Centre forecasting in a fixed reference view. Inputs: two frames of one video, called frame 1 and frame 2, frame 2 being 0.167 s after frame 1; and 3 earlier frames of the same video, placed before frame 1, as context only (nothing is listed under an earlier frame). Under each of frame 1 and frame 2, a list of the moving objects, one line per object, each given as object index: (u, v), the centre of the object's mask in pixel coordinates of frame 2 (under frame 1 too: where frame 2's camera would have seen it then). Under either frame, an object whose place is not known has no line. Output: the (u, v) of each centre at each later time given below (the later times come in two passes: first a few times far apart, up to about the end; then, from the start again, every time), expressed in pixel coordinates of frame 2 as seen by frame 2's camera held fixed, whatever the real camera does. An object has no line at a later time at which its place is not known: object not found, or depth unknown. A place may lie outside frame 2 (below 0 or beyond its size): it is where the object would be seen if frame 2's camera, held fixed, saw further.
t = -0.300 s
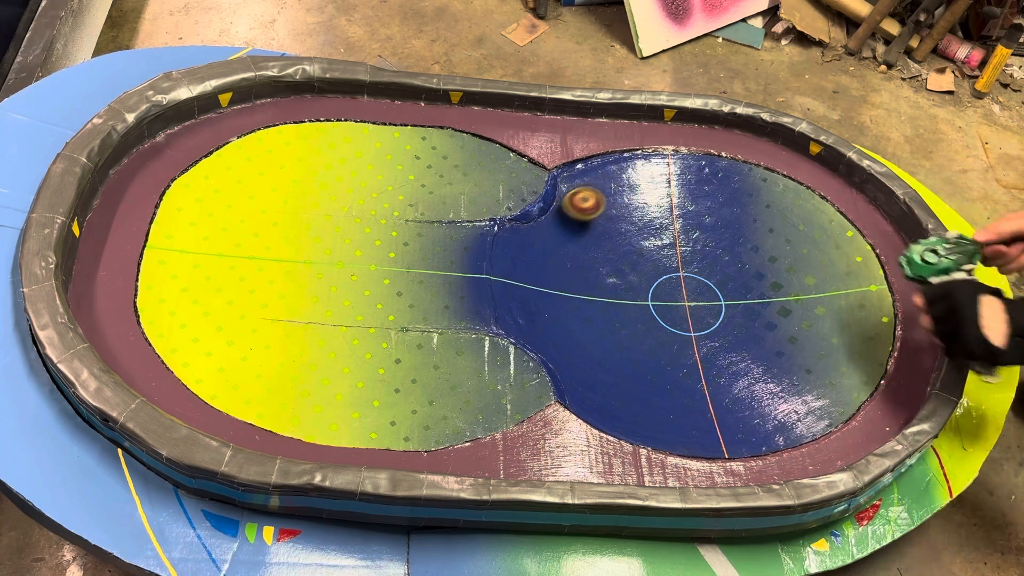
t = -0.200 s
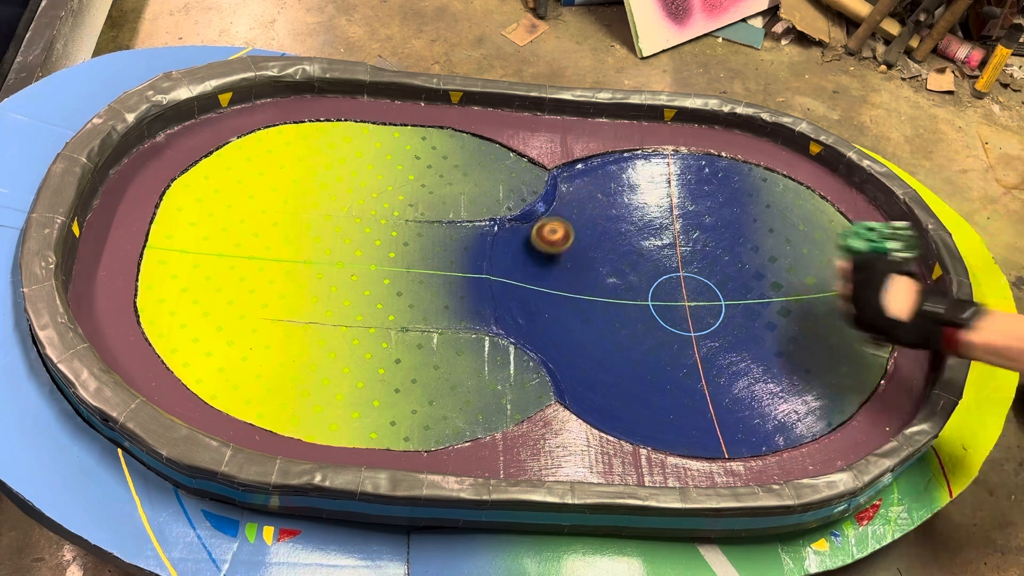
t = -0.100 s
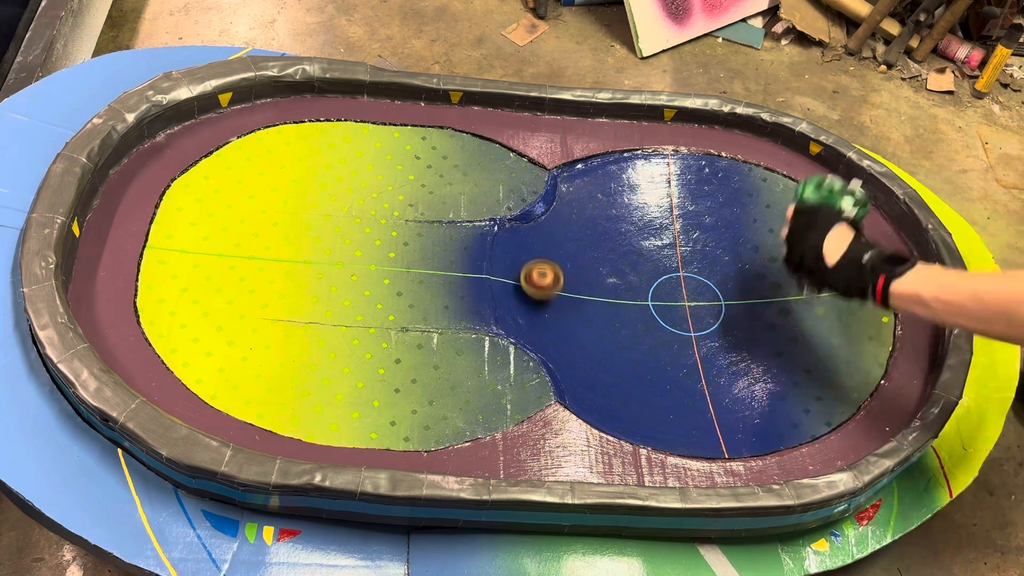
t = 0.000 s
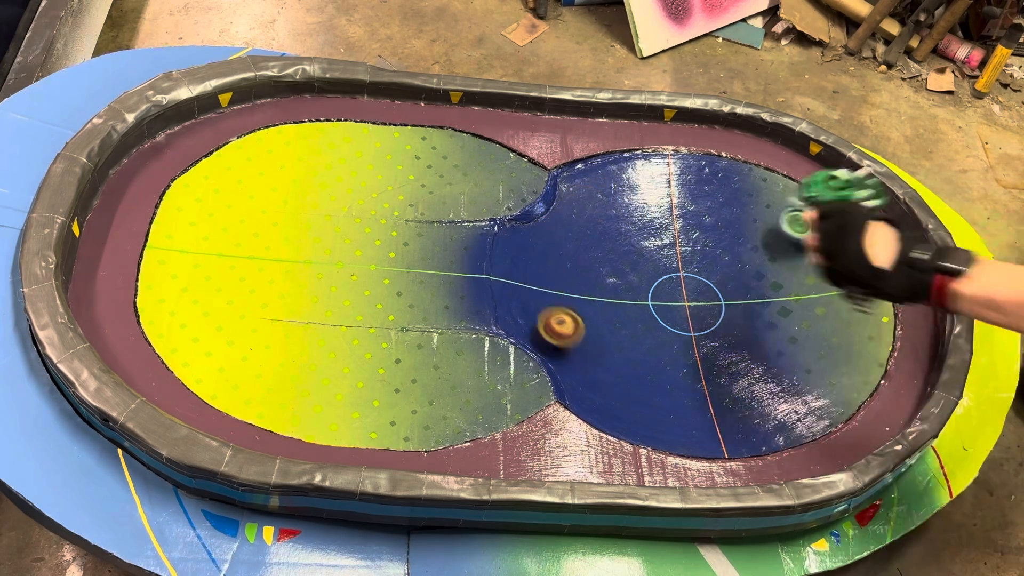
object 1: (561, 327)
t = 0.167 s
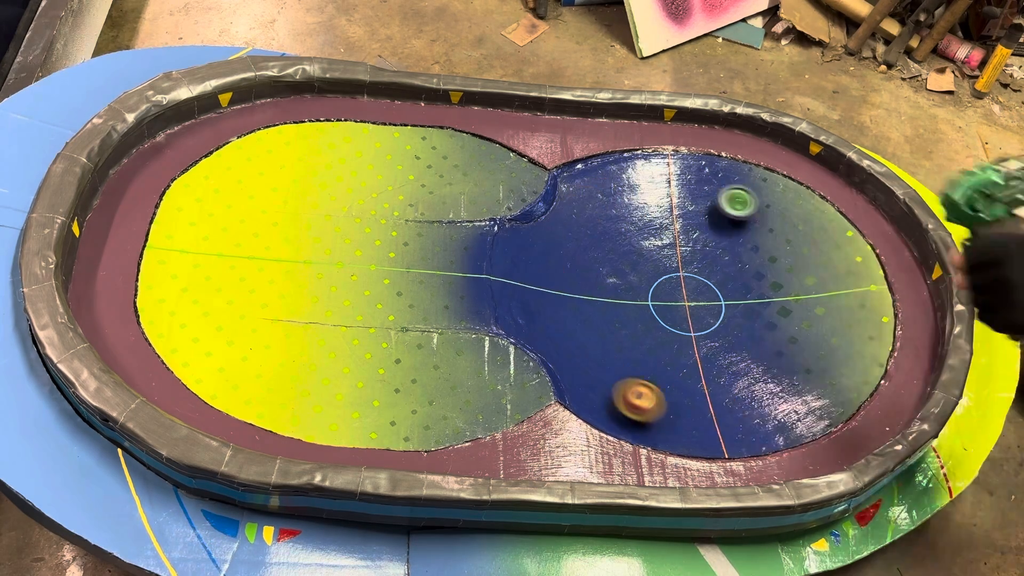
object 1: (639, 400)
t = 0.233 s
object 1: (684, 418)
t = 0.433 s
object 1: (824, 416)
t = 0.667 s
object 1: (890, 334)
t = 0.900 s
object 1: (826, 239)
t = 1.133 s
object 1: (694, 188)
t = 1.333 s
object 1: (589, 204)
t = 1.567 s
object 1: (547, 290)
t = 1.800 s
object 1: (626, 394)
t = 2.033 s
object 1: (768, 419)
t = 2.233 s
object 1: (842, 357)
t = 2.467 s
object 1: (812, 255)
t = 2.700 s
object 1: (698, 191)
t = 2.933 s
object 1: (589, 204)
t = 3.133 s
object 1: (555, 274)
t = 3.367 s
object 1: (616, 374)
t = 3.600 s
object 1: (740, 402)
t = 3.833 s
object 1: (811, 328)
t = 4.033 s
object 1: (786, 249)
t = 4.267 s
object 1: (696, 195)
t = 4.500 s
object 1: (602, 208)
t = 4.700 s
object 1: (572, 271)
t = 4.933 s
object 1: (629, 356)
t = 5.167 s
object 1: (743, 375)
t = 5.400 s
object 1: (799, 315)
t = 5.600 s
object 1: (776, 251)
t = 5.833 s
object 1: (696, 209)
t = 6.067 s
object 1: (623, 228)
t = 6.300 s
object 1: (603, 293)
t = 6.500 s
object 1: (654, 353)
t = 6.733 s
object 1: (740, 365)
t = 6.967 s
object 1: (777, 320)
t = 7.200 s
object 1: (751, 267)
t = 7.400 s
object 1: (700, 243)
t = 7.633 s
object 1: (638, 254)
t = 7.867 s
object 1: (620, 302)
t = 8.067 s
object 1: (643, 336)
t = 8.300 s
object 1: (692, 353)
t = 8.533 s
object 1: (729, 334)
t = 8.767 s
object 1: (764, 320)
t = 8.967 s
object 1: (790, 319)
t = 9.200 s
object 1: (791, 298)
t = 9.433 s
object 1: (761, 282)
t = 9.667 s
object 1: (709, 284)
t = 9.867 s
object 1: (725, 283)
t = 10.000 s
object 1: (728, 280)
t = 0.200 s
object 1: (661, 410)
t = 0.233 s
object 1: (684, 418)
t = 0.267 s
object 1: (708, 423)
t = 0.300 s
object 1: (733, 427)
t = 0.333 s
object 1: (756, 428)
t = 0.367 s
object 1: (779, 427)
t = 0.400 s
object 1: (803, 423)
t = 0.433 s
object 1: (824, 416)
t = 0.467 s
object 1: (842, 407)
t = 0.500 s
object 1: (856, 398)
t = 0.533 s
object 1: (869, 387)
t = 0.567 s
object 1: (878, 374)
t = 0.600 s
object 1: (885, 362)
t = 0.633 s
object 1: (889, 348)
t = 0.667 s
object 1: (890, 334)
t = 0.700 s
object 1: (888, 320)
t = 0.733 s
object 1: (885, 307)
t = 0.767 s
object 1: (878, 293)
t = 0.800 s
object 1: (868, 279)
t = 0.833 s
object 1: (856, 265)
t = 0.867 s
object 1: (842, 251)
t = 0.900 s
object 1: (826, 239)
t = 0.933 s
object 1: (809, 228)
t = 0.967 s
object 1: (791, 217)
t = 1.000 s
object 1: (773, 209)
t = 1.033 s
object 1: (753, 201)
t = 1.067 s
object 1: (733, 195)
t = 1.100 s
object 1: (714, 191)
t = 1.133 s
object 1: (694, 188)
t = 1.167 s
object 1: (675, 187)
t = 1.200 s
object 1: (654, 186)
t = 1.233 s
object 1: (633, 188)
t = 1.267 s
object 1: (618, 192)
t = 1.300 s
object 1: (603, 197)
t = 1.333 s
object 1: (589, 204)
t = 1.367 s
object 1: (577, 212)
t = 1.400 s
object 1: (566, 223)
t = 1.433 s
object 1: (557, 233)
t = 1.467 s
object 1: (551, 246)
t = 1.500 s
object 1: (547, 259)
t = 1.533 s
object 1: (546, 274)
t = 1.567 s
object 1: (547, 290)
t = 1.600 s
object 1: (550, 306)
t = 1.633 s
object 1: (557, 323)
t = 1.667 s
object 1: (566, 339)
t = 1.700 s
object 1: (578, 354)
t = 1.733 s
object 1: (592, 369)
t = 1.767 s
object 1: (608, 382)
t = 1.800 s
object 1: (626, 394)
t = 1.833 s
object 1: (646, 404)
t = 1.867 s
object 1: (667, 412)
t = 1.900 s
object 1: (687, 418)
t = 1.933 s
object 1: (709, 422)
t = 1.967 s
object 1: (730, 423)
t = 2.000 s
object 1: (750, 422)
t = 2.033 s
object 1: (768, 419)
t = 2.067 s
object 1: (787, 414)
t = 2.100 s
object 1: (805, 405)
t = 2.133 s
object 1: (818, 395)
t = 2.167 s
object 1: (828, 383)
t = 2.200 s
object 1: (836, 371)
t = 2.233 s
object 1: (842, 357)
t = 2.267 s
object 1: (845, 343)
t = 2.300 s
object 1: (845, 328)
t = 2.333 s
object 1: (843, 313)
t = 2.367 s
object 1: (839, 297)
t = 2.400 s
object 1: (832, 282)
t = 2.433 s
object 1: (823, 268)
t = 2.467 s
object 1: (812, 255)
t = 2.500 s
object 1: (799, 242)
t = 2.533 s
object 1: (784, 231)
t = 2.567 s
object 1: (768, 220)
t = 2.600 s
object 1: (751, 210)
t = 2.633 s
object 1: (733, 203)
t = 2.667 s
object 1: (715, 196)
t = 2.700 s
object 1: (698, 191)
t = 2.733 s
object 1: (680, 188)
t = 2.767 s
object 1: (661, 187)
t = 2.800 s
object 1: (643, 187)
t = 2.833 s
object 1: (627, 188)
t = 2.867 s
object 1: (613, 192)
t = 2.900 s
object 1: (601, 197)
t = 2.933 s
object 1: (589, 204)
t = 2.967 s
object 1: (578, 213)
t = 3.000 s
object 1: (570, 223)
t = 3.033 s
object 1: (563, 235)
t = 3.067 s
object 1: (558, 247)
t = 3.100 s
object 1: (555, 260)
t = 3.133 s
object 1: (555, 274)
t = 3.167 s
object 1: (557, 289)
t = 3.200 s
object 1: (561, 304)
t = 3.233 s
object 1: (568, 319)
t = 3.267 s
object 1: (577, 334)
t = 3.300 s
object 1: (587, 348)
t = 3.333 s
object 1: (601, 361)
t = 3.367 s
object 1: (616, 374)
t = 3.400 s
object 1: (632, 384)
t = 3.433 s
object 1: (650, 393)
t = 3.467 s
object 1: (668, 399)
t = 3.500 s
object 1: (687, 403)
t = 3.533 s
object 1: (706, 405)
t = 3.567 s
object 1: (724, 404)
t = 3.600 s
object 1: (740, 402)
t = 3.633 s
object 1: (757, 396)
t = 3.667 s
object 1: (771, 389)
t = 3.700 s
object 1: (785, 379)
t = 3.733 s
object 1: (795, 368)
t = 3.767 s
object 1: (803, 355)
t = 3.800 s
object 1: (808, 342)
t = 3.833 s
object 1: (811, 328)
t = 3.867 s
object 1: (812, 315)
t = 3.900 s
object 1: (811, 300)
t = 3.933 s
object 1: (807, 286)
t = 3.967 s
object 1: (802, 273)
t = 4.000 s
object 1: (795, 261)
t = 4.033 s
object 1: (786, 249)
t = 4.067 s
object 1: (775, 237)
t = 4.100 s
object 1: (763, 227)
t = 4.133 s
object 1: (751, 218)
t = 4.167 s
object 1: (738, 210)
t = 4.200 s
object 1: (725, 204)
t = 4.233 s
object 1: (711, 199)
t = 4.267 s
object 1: (696, 195)
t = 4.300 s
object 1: (682, 192)
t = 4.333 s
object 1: (667, 191)
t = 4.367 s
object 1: (650, 192)
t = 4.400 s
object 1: (636, 194)
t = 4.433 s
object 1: (624, 197)
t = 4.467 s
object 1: (613, 202)
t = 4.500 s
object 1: (602, 208)
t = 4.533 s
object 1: (593, 216)
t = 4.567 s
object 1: (585, 226)
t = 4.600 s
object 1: (578, 236)
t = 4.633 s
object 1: (574, 247)
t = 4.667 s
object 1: (572, 259)
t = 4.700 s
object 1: (572, 271)
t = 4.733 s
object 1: (573, 284)
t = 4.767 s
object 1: (577, 298)
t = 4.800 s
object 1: (584, 311)
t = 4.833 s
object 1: (592, 323)
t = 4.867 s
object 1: (603, 336)
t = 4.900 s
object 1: (615, 346)
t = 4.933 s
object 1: (629, 356)
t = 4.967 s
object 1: (644, 365)
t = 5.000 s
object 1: (660, 371)
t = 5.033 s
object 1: (676, 376)
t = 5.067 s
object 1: (694, 379)
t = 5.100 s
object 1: (711, 379)
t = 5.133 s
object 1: (727, 378)
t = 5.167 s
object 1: (743, 375)
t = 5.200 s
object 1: (757, 369)
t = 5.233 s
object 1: (769, 363)
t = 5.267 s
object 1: (779, 354)
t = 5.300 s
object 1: (787, 345)
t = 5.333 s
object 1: (793, 336)
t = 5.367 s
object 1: (797, 325)
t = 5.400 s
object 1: (799, 315)
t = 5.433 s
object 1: (799, 303)
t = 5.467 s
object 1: (798, 292)
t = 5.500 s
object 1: (795, 281)
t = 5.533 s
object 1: (791, 271)
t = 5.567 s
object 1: (784, 260)
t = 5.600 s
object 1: (776, 251)
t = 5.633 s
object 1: (768, 241)
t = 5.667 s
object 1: (757, 233)
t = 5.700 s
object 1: (746, 226)
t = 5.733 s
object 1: (734, 220)
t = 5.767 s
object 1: (721, 215)
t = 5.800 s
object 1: (709, 211)
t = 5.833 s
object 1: (696, 209)
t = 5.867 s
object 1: (684, 207)
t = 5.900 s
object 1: (673, 208)
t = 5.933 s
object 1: (661, 209)
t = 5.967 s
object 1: (650, 212)
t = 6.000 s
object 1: (639, 216)
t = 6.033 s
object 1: (631, 222)
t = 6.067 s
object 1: (623, 228)
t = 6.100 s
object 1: (616, 235)
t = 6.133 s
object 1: (610, 243)
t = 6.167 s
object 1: (606, 251)
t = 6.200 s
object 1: (602, 262)
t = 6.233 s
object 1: (601, 271)
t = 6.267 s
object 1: (601, 282)
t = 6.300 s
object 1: (603, 293)
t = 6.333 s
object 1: (607, 305)
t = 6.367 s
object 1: (613, 316)
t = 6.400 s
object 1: (621, 327)
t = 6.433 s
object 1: (631, 336)
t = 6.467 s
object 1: (642, 346)
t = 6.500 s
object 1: (654, 353)
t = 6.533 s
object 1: (666, 359)
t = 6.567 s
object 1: (679, 364)
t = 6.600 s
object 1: (693, 367)
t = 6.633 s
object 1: (706, 369)
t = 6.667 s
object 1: (718, 369)
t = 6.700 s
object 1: (730, 367)
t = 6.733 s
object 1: (740, 365)
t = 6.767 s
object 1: (749, 362)
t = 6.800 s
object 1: (757, 358)
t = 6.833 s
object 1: (764, 352)
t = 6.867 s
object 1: (769, 345)
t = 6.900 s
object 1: (773, 338)
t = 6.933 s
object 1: (776, 329)
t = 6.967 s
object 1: (777, 320)
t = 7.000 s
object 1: (776, 312)
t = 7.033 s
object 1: (774, 303)
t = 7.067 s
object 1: (772, 295)
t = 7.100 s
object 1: (769, 288)
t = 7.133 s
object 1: (764, 281)
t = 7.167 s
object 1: (758, 274)
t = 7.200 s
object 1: (751, 267)
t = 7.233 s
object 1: (744, 261)
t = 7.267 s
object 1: (736, 256)
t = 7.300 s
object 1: (727, 252)
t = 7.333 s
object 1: (718, 248)
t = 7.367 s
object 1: (709, 245)
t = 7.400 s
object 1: (700, 243)
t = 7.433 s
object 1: (691, 242)
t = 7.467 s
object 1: (681, 241)
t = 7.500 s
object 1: (671, 242)
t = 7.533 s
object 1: (662, 244)
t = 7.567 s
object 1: (653, 247)
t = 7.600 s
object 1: (645, 249)
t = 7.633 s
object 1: (638, 254)
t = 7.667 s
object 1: (632, 260)
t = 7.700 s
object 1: (626, 266)
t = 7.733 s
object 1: (622, 273)
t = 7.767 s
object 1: (619, 280)
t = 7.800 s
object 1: (618, 287)
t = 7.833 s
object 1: (619, 295)
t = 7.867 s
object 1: (620, 302)
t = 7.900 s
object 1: (622, 310)
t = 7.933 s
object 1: (626, 316)
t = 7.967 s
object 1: (629, 322)
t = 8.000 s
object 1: (633, 327)
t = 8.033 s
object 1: (638, 332)
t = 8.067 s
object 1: (643, 336)
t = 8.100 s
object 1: (648, 340)
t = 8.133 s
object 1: (655, 344)
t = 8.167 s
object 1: (662, 348)
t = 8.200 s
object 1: (669, 351)
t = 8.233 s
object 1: (677, 353)
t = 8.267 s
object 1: (685, 354)
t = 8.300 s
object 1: (692, 353)
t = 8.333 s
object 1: (699, 352)
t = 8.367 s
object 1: (705, 351)
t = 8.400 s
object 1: (711, 348)
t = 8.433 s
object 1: (716, 345)
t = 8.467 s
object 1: (721, 342)
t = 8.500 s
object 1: (725, 338)
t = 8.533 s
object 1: (729, 334)
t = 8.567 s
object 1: (732, 330)
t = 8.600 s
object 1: (734, 325)
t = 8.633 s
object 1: (736, 320)
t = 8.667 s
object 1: (737, 314)
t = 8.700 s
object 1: (745, 314)
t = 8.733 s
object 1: (755, 318)
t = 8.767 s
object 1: (764, 320)
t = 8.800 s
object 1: (771, 322)
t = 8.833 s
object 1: (777, 323)
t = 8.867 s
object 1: (782, 323)
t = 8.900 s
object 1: (785, 322)
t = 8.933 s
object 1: (788, 321)
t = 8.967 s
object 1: (790, 319)
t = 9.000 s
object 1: (791, 317)
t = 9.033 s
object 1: (792, 314)
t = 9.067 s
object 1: (793, 311)
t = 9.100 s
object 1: (793, 308)
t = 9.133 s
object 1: (793, 304)
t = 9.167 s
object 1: (792, 301)
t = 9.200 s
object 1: (791, 298)
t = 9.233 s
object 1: (789, 295)
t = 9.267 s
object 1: (786, 292)
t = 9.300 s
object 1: (782, 289)
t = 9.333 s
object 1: (777, 287)
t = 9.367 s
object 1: (772, 285)
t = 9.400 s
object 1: (767, 283)
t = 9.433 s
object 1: (761, 282)
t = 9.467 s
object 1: (754, 281)
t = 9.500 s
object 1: (747, 280)
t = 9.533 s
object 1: (739, 280)
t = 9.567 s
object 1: (731, 280)
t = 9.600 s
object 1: (724, 281)
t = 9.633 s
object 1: (716, 282)
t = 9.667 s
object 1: (709, 284)
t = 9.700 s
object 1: (702, 286)
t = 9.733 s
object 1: (701, 287)
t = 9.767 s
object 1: (709, 286)
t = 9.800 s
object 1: (716, 285)
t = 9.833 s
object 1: (722, 284)
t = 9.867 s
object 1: (725, 283)
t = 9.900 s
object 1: (727, 282)
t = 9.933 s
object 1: (728, 281)
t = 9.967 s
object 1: (729, 281)
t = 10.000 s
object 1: (728, 280)
